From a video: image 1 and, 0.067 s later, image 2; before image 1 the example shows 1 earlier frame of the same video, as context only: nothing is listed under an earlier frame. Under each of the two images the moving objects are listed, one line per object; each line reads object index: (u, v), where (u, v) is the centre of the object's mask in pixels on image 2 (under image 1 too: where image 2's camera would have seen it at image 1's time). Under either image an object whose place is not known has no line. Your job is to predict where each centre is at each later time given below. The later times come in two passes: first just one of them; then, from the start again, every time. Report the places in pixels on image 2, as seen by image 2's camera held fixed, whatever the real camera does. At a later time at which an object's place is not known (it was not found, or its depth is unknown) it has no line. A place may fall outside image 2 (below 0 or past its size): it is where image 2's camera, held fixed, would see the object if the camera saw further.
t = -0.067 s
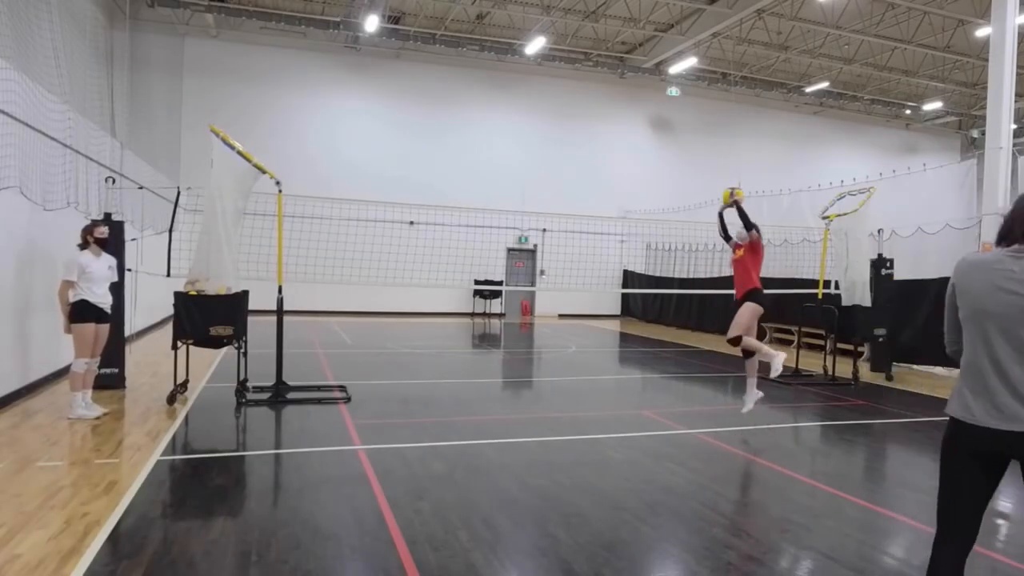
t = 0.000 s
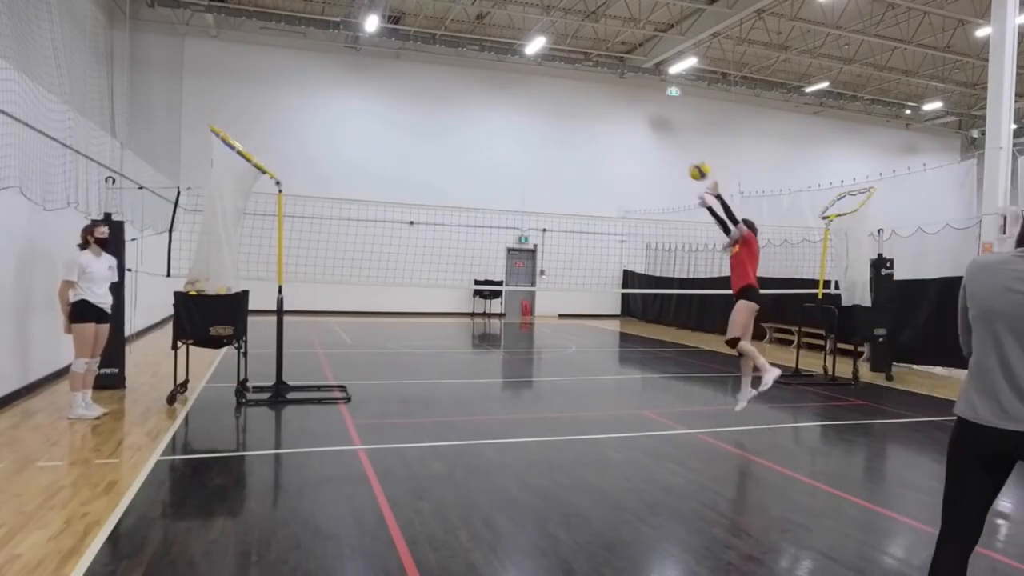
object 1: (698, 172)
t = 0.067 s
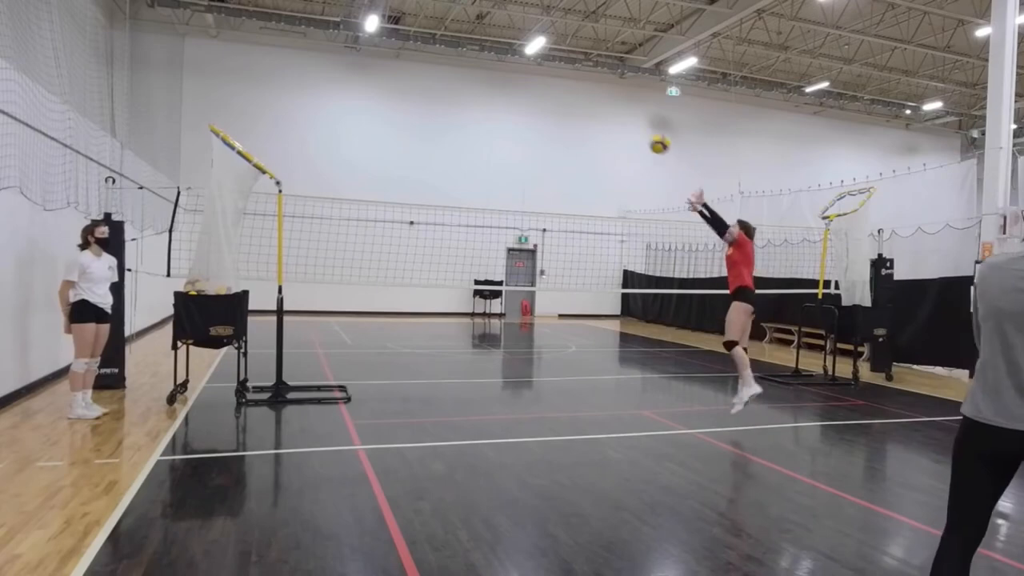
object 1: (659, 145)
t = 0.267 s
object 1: (543, 92)
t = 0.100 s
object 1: (639, 133)
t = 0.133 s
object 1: (619, 122)
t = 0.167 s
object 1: (599, 112)
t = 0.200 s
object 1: (581, 104)
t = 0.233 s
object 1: (561, 98)
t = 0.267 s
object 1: (543, 92)
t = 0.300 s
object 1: (525, 86)
